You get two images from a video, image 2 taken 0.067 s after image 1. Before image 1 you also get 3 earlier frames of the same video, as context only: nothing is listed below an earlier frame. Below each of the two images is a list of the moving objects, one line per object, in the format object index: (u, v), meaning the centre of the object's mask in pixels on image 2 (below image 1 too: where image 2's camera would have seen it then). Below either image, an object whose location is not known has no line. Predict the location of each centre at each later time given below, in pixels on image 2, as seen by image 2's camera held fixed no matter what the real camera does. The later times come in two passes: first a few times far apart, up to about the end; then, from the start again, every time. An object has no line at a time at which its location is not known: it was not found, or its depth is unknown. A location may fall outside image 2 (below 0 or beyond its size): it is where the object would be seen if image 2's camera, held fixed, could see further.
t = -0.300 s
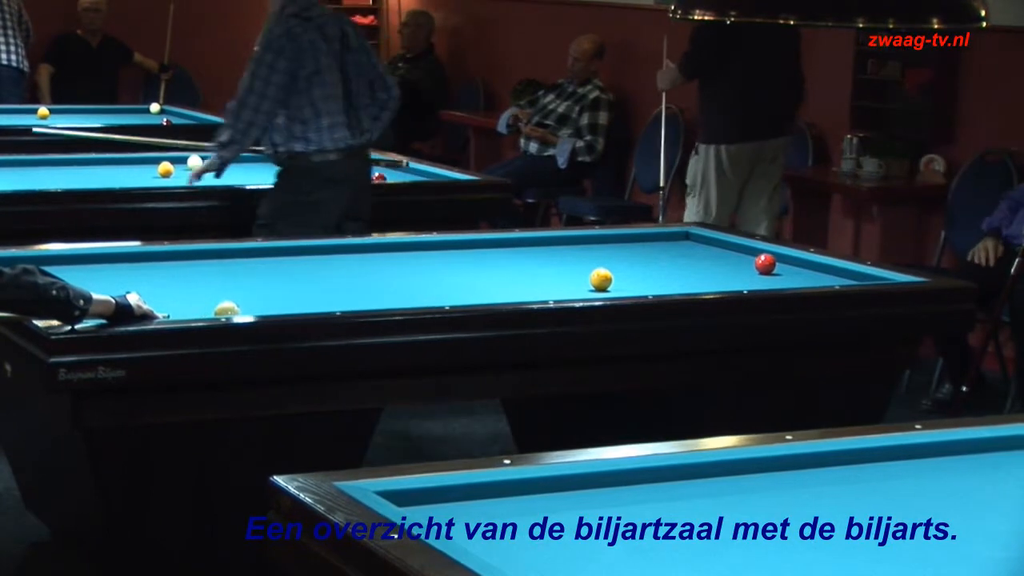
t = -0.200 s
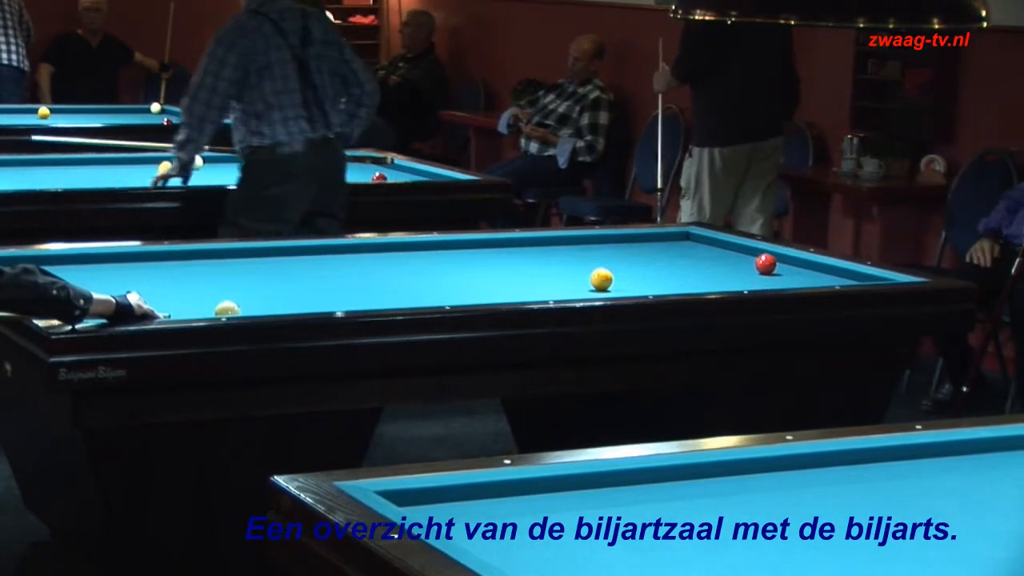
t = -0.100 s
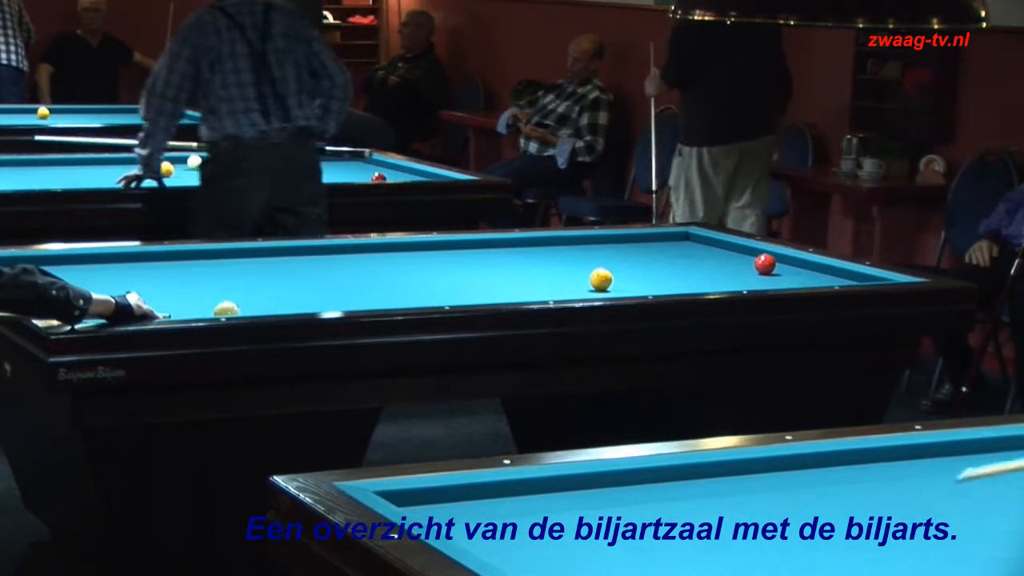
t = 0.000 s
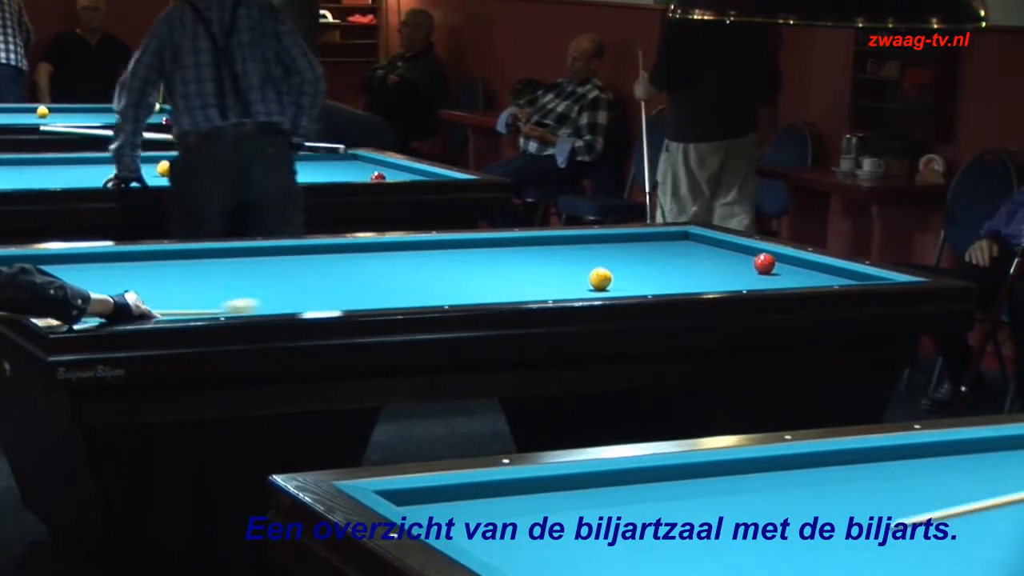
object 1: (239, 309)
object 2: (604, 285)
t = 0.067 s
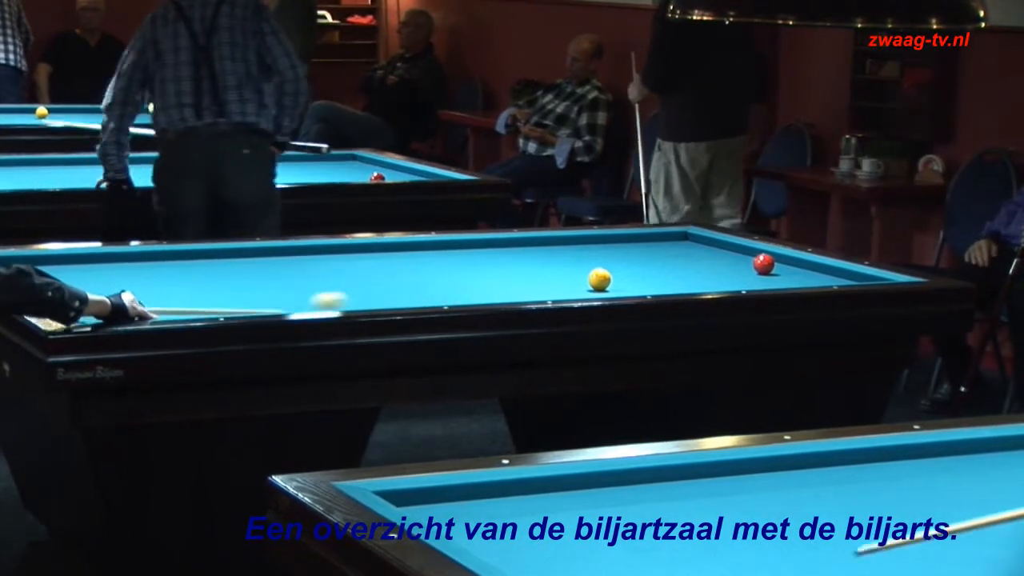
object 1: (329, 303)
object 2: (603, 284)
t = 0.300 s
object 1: (586, 283)
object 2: (606, 280)
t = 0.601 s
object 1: (710, 286)
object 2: (721, 251)
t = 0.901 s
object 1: (757, 281)
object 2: (637, 244)
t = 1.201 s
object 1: (790, 276)
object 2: (529, 241)
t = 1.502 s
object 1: (819, 269)
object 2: (457, 246)
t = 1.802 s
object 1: (790, 266)
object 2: (392, 253)
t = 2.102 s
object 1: (778, 265)
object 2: (324, 260)
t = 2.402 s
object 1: (770, 265)
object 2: (252, 268)
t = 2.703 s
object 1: (763, 264)
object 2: (178, 276)
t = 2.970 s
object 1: (758, 264)
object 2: (109, 283)
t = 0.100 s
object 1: (371, 298)
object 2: (603, 284)
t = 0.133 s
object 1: (410, 296)
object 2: (603, 283)
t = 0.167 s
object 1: (448, 293)
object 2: (602, 283)
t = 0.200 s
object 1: (486, 291)
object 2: (602, 283)
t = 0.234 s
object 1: (520, 288)
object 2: (602, 282)
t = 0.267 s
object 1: (555, 286)
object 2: (601, 281)
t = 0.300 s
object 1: (586, 283)
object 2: (606, 280)
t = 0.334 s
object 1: (602, 283)
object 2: (619, 275)
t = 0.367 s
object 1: (617, 283)
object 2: (633, 271)
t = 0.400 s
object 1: (631, 284)
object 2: (647, 268)
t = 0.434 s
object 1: (644, 285)
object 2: (660, 265)
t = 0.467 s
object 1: (657, 285)
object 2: (674, 262)
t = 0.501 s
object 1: (671, 285)
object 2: (687, 259)
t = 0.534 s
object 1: (684, 285)
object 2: (699, 256)
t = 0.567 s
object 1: (697, 286)
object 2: (710, 253)
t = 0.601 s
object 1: (710, 286)
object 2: (721, 251)
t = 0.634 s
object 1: (724, 286)
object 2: (732, 249)
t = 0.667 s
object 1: (732, 286)
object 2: (736, 247)
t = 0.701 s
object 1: (734, 285)
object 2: (720, 246)
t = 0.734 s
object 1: (738, 284)
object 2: (705, 246)
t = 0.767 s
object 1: (742, 284)
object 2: (690, 246)
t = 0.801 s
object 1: (746, 283)
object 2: (676, 245)
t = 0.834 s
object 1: (750, 283)
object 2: (662, 245)
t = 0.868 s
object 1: (753, 282)
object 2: (650, 244)
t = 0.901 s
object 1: (757, 281)
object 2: (637, 244)
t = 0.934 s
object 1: (761, 281)
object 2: (625, 244)
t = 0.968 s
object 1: (765, 280)
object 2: (613, 243)
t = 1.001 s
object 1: (769, 279)
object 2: (601, 243)
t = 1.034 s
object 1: (772, 279)
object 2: (589, 243)
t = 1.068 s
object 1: (776, 278)
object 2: (577, 242)
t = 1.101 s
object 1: (779, 278)
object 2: (565, 242)
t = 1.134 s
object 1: (783, 277)
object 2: (553, 242)
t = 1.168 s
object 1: (786, 276)
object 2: (541, 241)
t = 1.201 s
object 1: (790, 276)
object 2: (529, 241)
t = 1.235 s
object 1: (793, 275)
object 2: (517, 241)
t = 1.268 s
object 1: (796, 275)
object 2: (505, 240)
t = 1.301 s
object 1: (800, 274)
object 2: (499, 241)
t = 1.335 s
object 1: (803, 273)
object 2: (492, 242)
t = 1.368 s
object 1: (807, 272)
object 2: (485, 243)
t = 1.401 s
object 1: (810, 271)
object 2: (478, 243)
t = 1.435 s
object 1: (813, 271)
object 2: (471, 244)
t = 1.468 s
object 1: (816, 270)
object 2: (464, 245)
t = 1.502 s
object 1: (819, 269)
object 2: (457, 246)
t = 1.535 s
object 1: (823, 268)
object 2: (450, 247)
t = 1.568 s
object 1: (826, 268)
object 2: (443, 247)
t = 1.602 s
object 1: (820, 267)
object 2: (435, 248)
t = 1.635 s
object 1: (815, 267)
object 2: (428, 249)
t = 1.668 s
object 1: (810, 267)
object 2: (421, 250)
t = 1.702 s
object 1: (805, 266)
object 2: (414, 250)
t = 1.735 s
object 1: (800, 266)
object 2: (406, 251)
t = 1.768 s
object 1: (795, 266)
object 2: (399, 252)
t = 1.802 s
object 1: (790, 266)
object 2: (392, 253)
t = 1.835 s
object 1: (786, 265)
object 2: (384, 254)
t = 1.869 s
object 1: (785, 265)
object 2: (377, 254)
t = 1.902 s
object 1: (784, 265)
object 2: (369, 255)
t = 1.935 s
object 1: (783, 265)
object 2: (361, 256)
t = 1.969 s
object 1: (782, 265)
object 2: (354, 257)
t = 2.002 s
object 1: (781, 265)
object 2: (346, 257)
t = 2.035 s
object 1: (779, 265)
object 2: (339, 258)
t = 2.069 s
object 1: (779, 265)
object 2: (331, 259)
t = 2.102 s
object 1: (778, 265)
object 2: (324, 260)
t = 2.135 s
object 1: (777, 265)
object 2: (316, 260)
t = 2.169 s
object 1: (776, 265)
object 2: (308, 261)
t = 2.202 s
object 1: (775, 265)
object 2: (300, 262)
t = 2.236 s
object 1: (774, 265)
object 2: (292, 263)
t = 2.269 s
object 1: (773, 264)
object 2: (285, 264)
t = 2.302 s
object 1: (772, 265)
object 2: (277, 265)
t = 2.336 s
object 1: (771, 265)
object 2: (269, 266)
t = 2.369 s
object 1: (770, 265)
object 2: (260, 267)
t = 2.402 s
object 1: (770, 265)
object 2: (252, 268)
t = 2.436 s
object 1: (769, 264)
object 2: (244, 268)
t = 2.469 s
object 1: (768, 264)
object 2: (236, 269)
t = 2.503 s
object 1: (767, 264)
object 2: (228, 270)
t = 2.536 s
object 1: (767, 264)
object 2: (220, 271)
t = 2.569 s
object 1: (766, 264)
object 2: (212, 272)
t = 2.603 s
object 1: (765, 264)
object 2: (203, 273)
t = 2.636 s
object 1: (764, 264)
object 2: (195, 274)
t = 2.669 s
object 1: (764, 264)
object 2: (187, 275)
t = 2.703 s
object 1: (763, 264)
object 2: (178, 276)
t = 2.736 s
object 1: (762, 264)
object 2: (170, 277)
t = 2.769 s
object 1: (762, 264)
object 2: (161, 278)
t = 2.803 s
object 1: (761, 264)
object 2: (153, 279)
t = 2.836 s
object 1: (761, 264)
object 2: (144, 279)
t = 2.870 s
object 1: (760, 264)
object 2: (135, 280)
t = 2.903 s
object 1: (759, 264)
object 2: (126, 281)
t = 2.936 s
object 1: (759, 264)
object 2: (118, 282)
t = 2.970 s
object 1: (758, 264)
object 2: (109, 283)
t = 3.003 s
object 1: (757, 264)
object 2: (100, 284)
